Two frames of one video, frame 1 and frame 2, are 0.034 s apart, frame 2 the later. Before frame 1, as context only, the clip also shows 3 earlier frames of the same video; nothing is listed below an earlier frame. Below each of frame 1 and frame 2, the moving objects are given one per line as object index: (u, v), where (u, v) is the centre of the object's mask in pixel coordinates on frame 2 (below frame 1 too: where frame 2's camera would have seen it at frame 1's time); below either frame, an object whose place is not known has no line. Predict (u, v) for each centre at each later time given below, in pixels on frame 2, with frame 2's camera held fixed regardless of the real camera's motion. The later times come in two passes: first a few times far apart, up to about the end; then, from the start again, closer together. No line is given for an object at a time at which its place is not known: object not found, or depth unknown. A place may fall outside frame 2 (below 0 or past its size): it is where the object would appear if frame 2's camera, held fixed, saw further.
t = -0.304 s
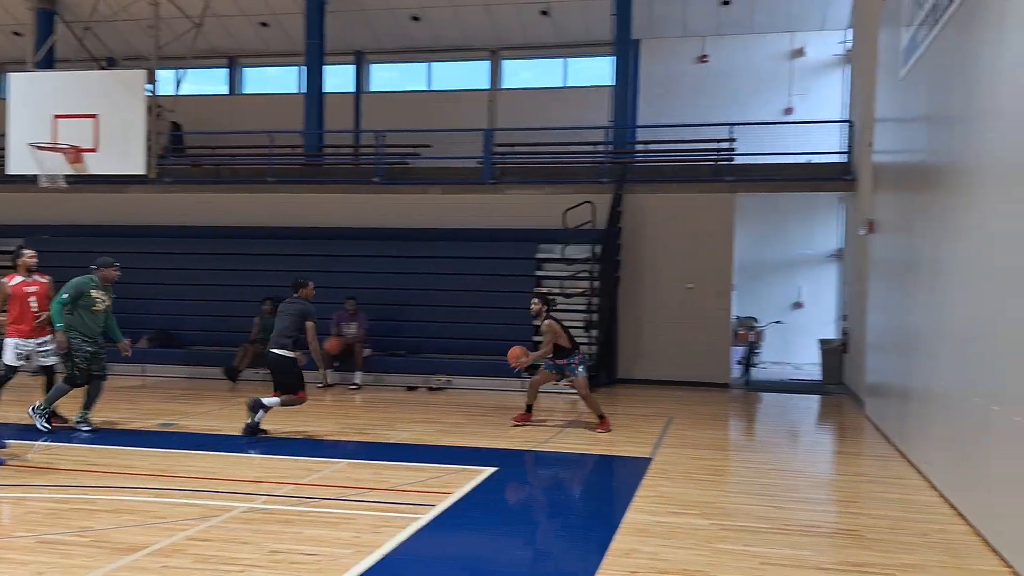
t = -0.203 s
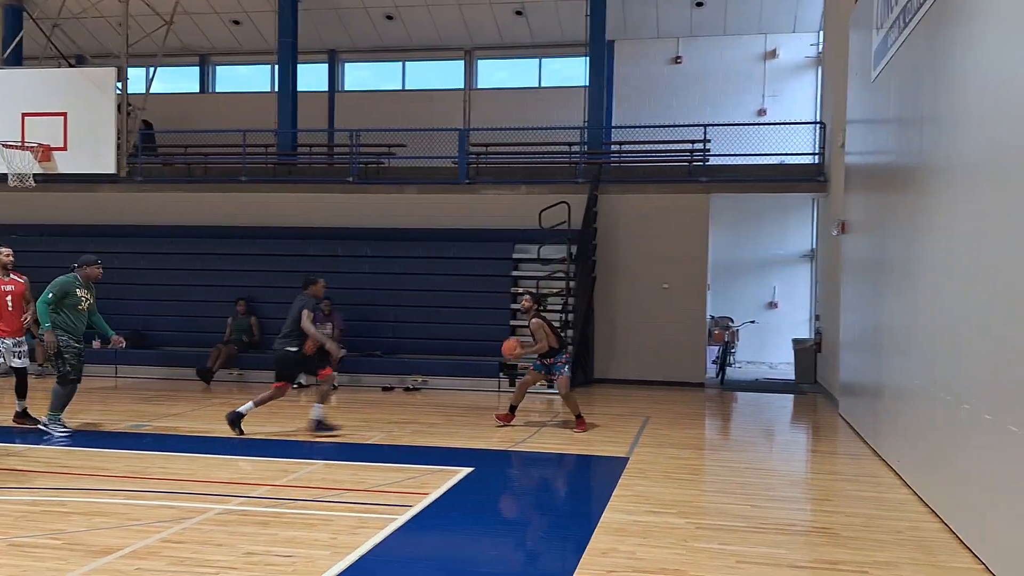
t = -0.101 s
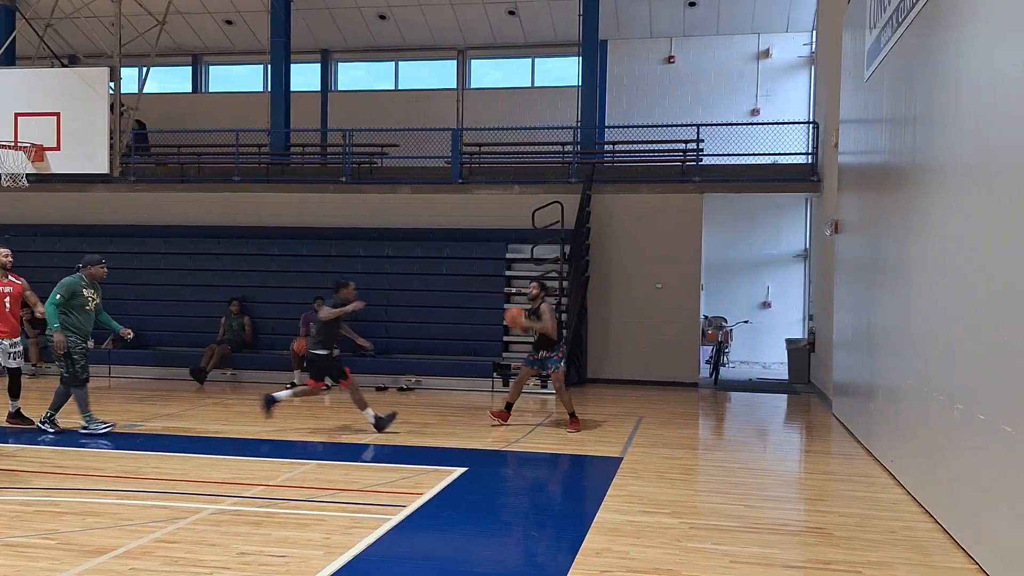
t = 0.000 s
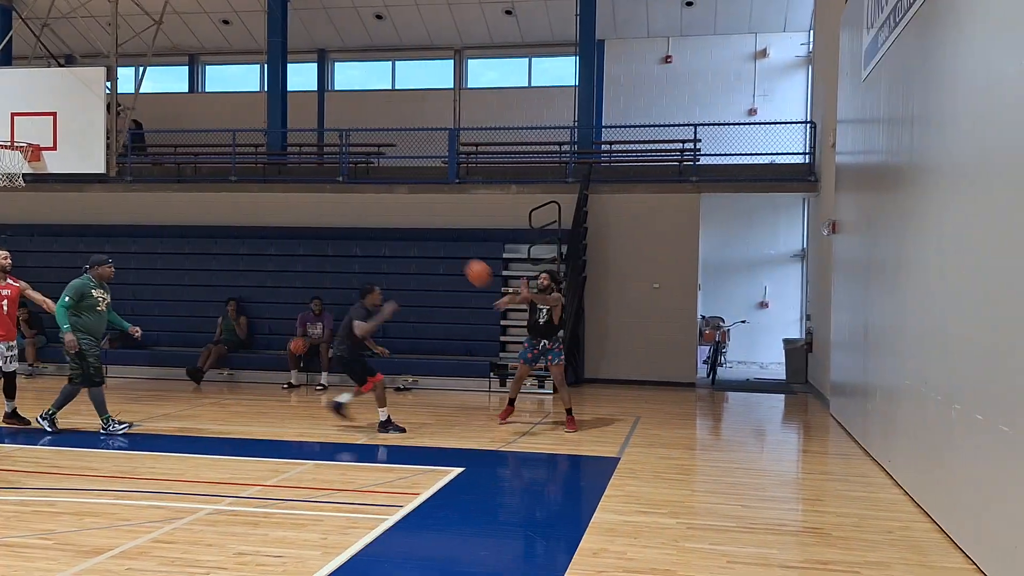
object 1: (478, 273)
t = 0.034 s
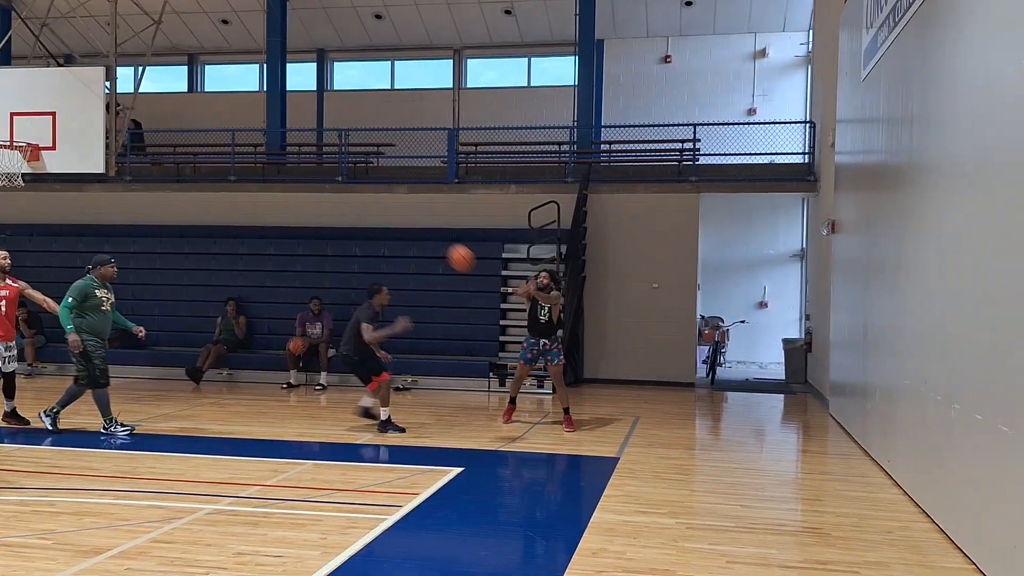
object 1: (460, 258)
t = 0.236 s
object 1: (335, 176)
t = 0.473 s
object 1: (97, 104)
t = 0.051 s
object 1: (452, 251)
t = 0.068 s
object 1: (443, 244)
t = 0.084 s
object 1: (434, 237)
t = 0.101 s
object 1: (425, 230)
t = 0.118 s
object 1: (415, 223)
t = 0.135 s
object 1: (405, 216)
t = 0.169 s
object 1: (383, 202)
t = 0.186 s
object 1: (371, 195)
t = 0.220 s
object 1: (347, 181)
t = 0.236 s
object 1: (335, 176)
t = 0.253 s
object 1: (322, 170)
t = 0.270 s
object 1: (310, 164)
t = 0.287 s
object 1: (296, 158)
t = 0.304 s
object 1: (281, 152)
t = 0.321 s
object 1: (266, 146)
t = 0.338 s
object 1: (251, 141)
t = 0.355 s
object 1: (235, 135)
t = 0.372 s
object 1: (219, 130)
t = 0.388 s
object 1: (187, 124)
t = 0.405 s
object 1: (167, 119)
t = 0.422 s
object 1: (145, 114)
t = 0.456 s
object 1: (118, 107)
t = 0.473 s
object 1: (97, 104)
